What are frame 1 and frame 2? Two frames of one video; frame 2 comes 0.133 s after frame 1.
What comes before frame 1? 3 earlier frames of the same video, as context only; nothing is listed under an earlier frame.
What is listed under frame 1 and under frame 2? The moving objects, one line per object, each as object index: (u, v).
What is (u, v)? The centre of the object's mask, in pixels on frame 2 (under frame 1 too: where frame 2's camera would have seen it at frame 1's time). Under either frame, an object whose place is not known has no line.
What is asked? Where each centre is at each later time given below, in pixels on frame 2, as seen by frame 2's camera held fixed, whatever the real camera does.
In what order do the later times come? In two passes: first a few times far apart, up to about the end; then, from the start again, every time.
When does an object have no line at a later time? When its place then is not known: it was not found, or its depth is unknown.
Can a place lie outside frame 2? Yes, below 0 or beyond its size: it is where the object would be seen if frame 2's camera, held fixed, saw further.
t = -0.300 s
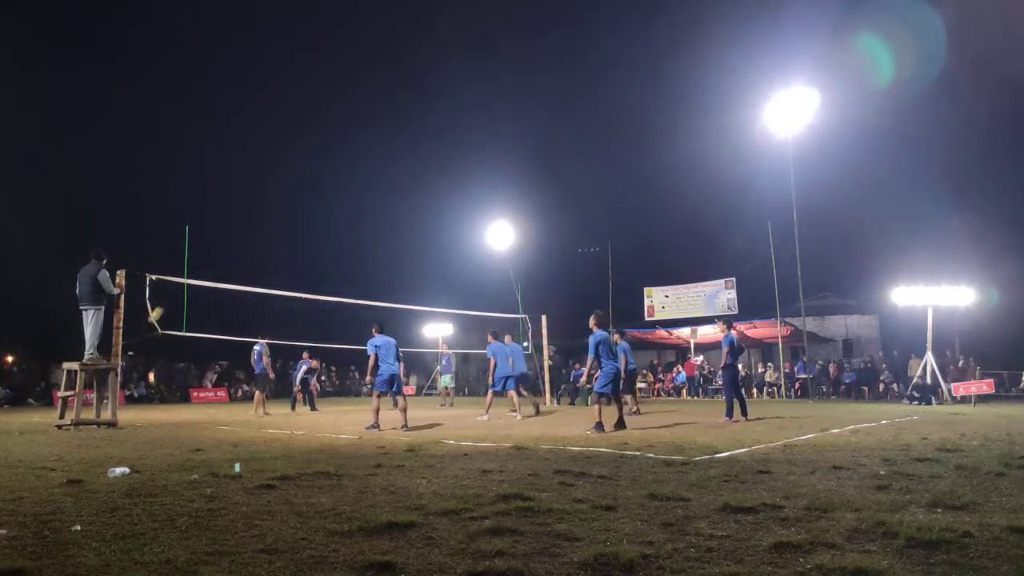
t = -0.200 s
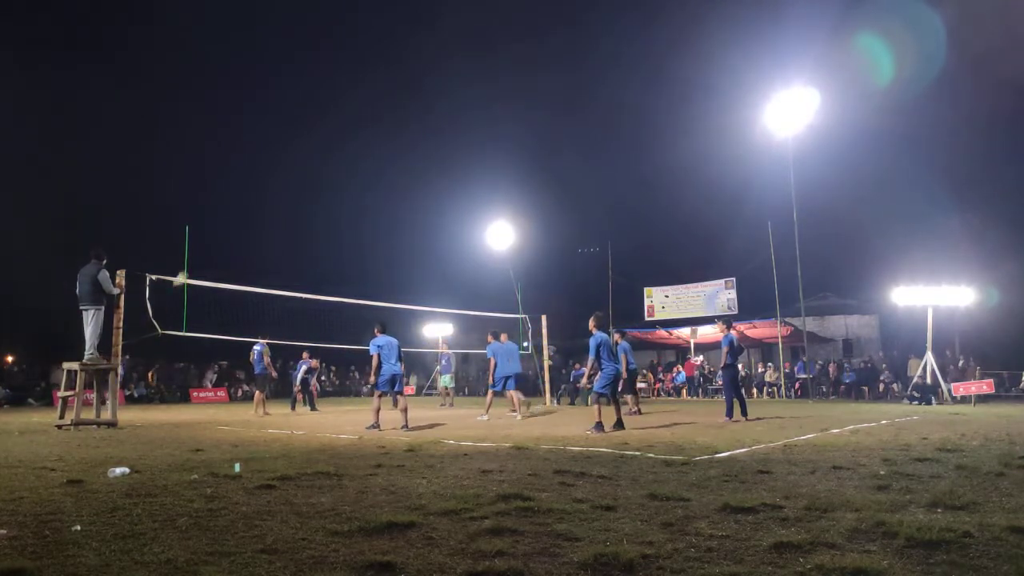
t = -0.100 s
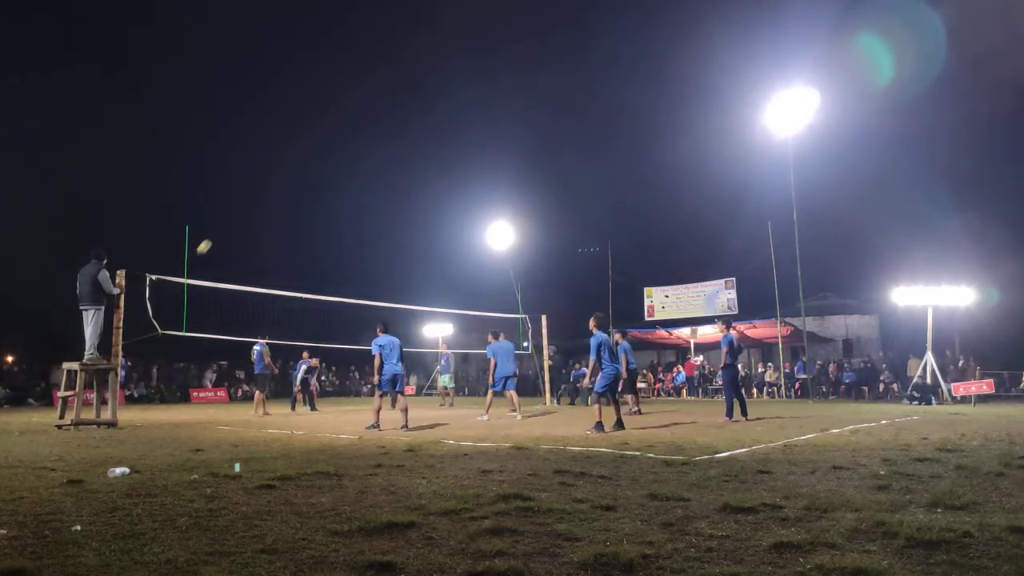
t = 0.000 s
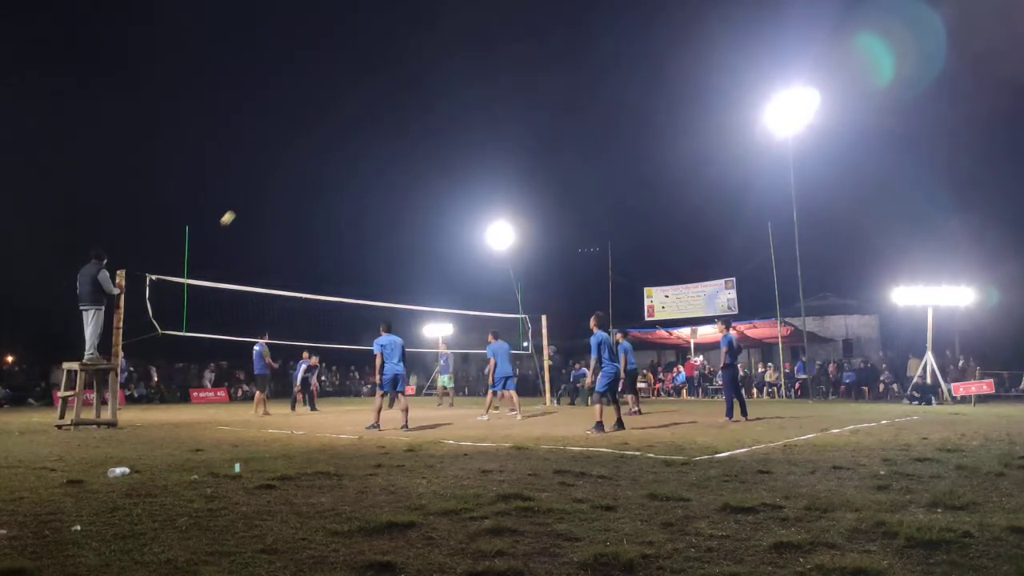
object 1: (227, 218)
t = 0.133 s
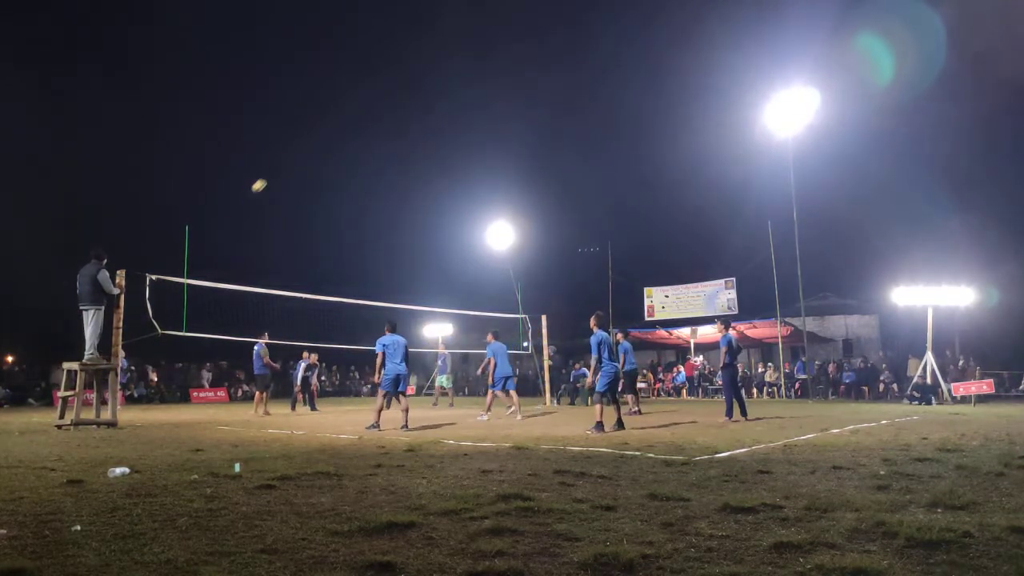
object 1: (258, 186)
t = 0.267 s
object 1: (290, 160)
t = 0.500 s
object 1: (345, 127)
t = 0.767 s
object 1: (409, 116)
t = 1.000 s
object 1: (469, 131)
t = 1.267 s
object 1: (539, 181)
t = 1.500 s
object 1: (604, 260)
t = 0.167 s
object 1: (266, 179)
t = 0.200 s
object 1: (274, 172)
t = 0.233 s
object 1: (282, 165)
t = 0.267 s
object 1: (290, 160)
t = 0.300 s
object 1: (298, 154)
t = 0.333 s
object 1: (306, 148)
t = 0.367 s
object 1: (313, 144)
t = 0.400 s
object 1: (322, 139)
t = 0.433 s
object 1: (329, 135)
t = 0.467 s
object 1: (337, 131)
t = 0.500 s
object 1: (345, 127)
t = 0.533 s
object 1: (352, 125)
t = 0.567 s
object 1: (361, 122)
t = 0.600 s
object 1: (368, 120)
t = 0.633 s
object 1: (376, 118)
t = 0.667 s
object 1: (384, 117)
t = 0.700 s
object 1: (393, 116)
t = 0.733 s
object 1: (401, 116)
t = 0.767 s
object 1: (409, 116)
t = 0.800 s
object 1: (417, 116)
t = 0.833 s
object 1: (426, 118)
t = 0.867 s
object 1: (434, 119)
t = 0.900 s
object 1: (443, 121)
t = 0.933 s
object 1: (451, 124)
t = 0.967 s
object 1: (460, 127)
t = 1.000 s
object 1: (469, 131)
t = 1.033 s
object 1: (477, 135)
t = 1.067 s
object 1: (485, 140)
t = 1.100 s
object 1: (495, 145)
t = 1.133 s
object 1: (503, 151)
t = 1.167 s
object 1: (512, 158)
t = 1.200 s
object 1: (521, 165)
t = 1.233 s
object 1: (529, 173)
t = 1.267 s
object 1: (539, 181)
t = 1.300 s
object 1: (547, 190)
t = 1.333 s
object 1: (556, 200)
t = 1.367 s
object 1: (565, 210)
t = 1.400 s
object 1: (575, 222)
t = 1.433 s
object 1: (585, 234)
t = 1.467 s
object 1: (595, 247)
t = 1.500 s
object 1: (604, 260)
